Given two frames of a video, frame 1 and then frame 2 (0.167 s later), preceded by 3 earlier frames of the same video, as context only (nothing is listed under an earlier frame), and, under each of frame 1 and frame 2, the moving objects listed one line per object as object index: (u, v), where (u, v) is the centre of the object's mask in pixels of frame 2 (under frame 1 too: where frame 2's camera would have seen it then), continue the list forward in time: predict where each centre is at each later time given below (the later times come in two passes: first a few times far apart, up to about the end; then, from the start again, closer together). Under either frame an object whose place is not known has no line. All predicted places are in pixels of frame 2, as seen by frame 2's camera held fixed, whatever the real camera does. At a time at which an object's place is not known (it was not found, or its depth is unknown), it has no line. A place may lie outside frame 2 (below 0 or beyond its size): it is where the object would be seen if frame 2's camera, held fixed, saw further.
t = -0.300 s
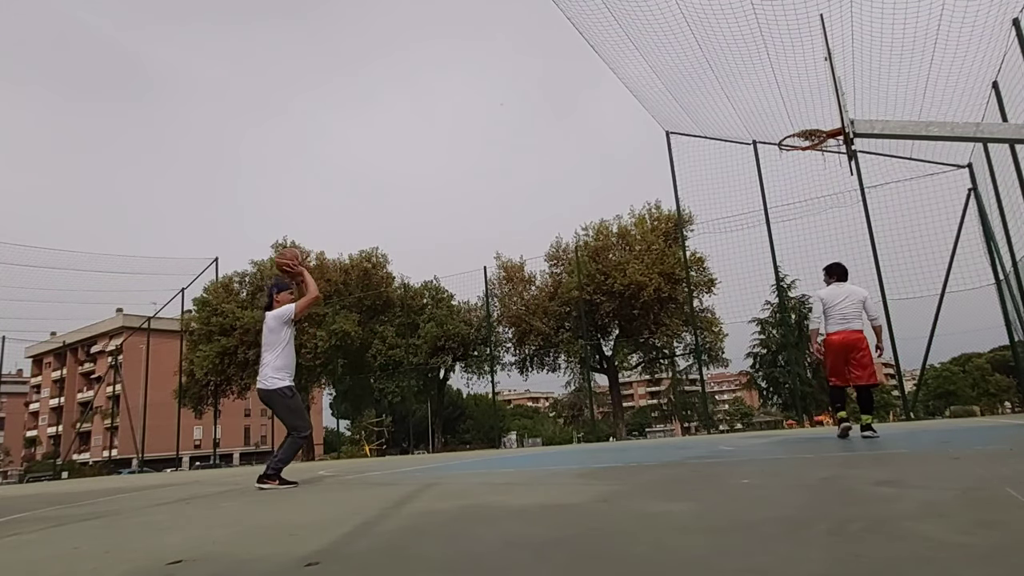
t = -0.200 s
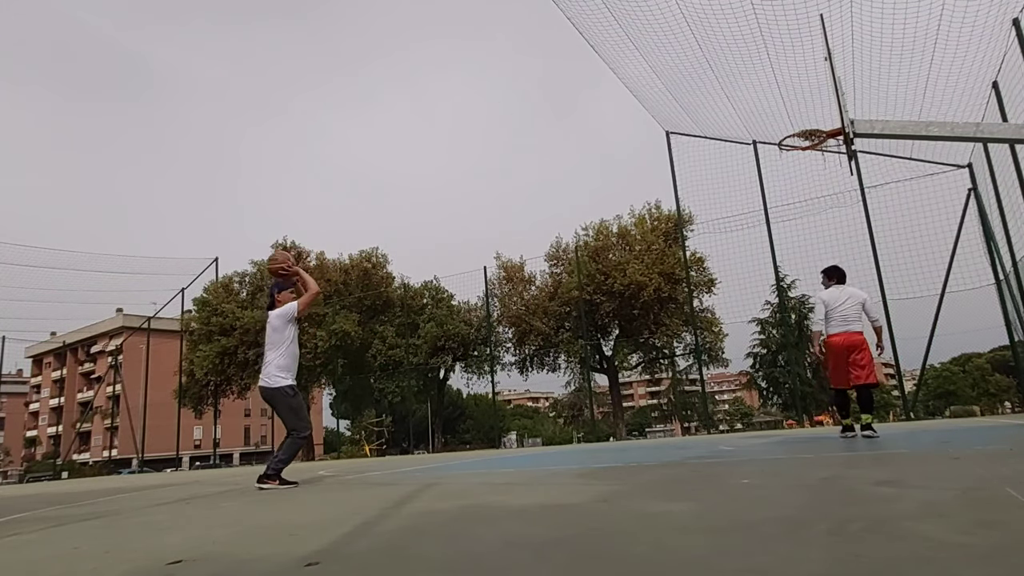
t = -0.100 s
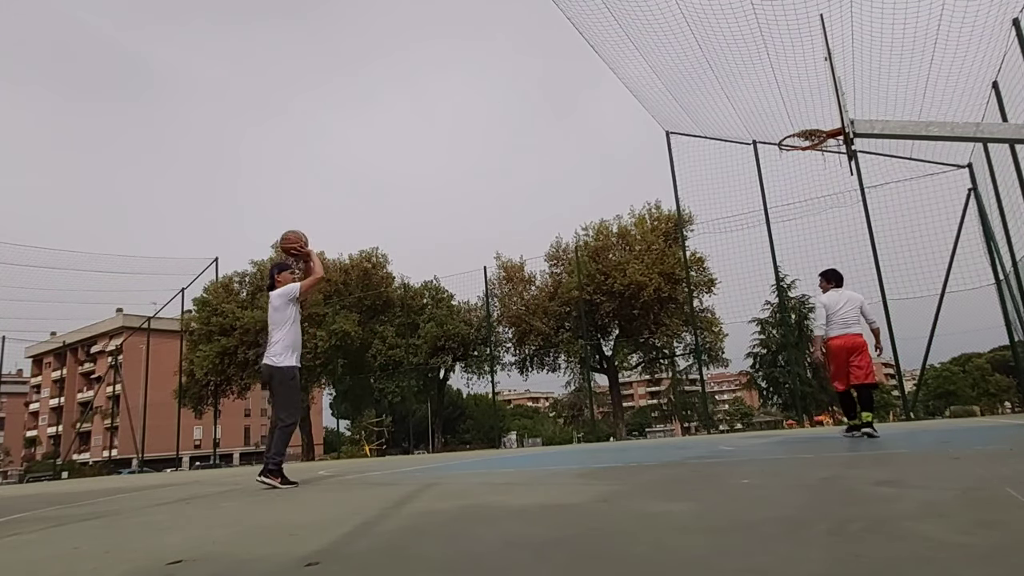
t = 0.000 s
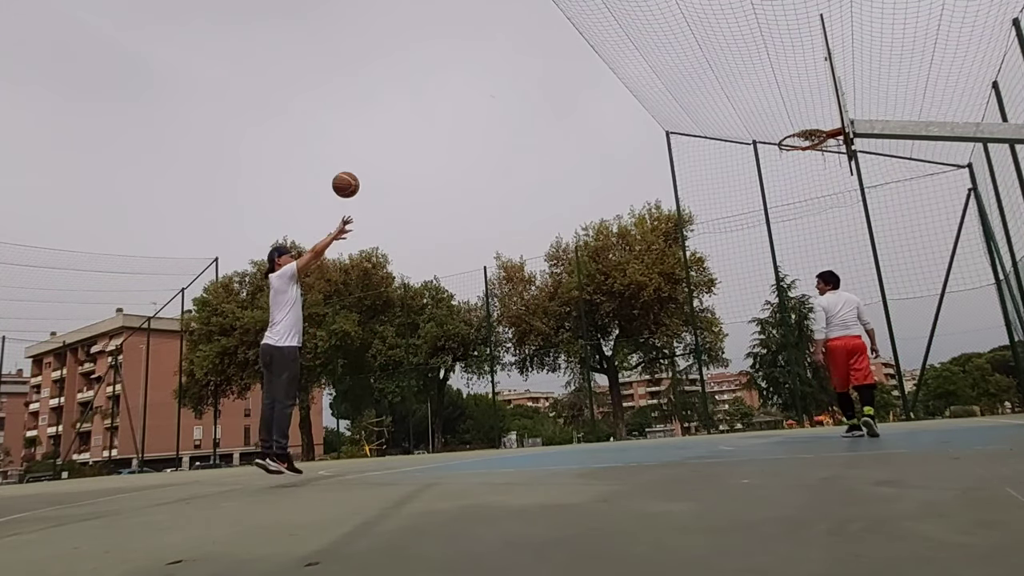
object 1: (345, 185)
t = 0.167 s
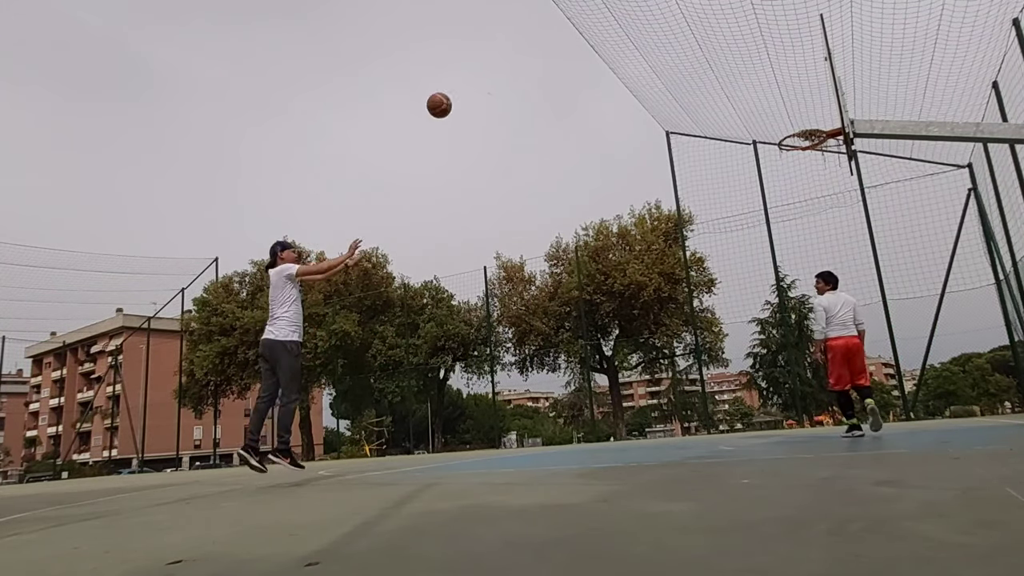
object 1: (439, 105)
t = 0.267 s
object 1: (491, 75)
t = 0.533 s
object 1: (620, 42)
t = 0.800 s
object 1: (743, 69)
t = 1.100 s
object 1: (804, 168)
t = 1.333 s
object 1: (765, 282)
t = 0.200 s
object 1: (457, 93)
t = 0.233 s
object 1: (474, 83)
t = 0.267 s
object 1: (491, 75)
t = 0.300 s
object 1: (508, 67)
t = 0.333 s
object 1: (524, 60)
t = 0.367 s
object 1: (541, 55)
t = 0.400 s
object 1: (557, 50)
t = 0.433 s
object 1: (573, 47)
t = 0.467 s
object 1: (589, 45)
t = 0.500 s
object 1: (604, 43)
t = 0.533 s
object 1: (620, 42)
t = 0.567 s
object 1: (636, 43)
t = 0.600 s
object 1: (651, 44)
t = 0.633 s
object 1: (666, 46)
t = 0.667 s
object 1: (682, 49)
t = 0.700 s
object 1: (697, 52)
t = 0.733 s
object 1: (712, 57)
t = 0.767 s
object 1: (728, 63)
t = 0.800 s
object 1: (743, 69)
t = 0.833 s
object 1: (758, 77)
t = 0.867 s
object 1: (774, 86)
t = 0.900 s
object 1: (789, 95)
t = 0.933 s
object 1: (805, 105)
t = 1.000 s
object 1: (825, 124)
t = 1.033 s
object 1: (820, 145)
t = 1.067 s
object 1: (811, 156)
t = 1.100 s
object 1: (804, 168)
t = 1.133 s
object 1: (797, 183)
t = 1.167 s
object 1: (791, 198)
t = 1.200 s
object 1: (785, 213)
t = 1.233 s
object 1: (780, 230)
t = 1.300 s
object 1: (769, 264)
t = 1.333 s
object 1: (765, 282)
